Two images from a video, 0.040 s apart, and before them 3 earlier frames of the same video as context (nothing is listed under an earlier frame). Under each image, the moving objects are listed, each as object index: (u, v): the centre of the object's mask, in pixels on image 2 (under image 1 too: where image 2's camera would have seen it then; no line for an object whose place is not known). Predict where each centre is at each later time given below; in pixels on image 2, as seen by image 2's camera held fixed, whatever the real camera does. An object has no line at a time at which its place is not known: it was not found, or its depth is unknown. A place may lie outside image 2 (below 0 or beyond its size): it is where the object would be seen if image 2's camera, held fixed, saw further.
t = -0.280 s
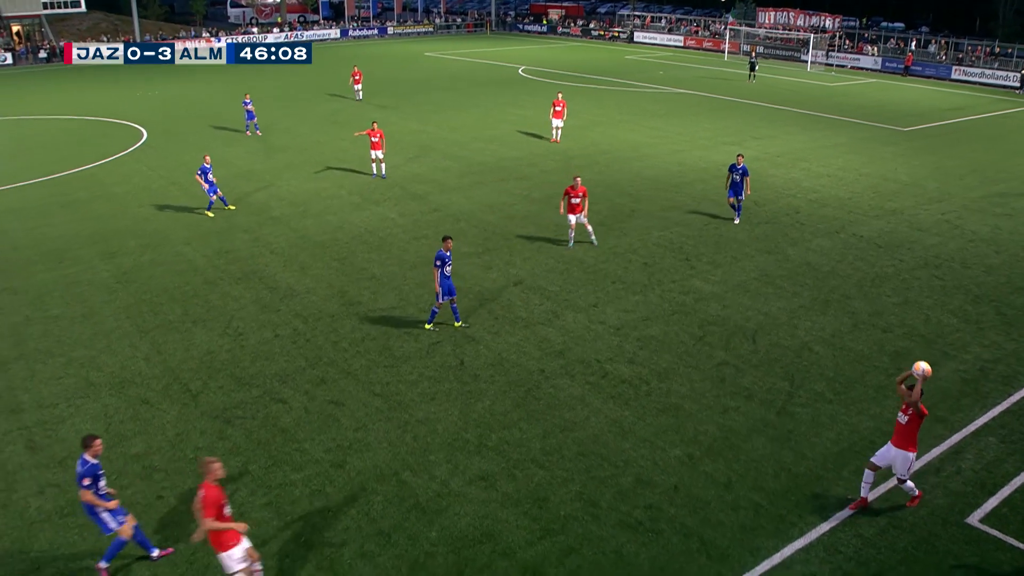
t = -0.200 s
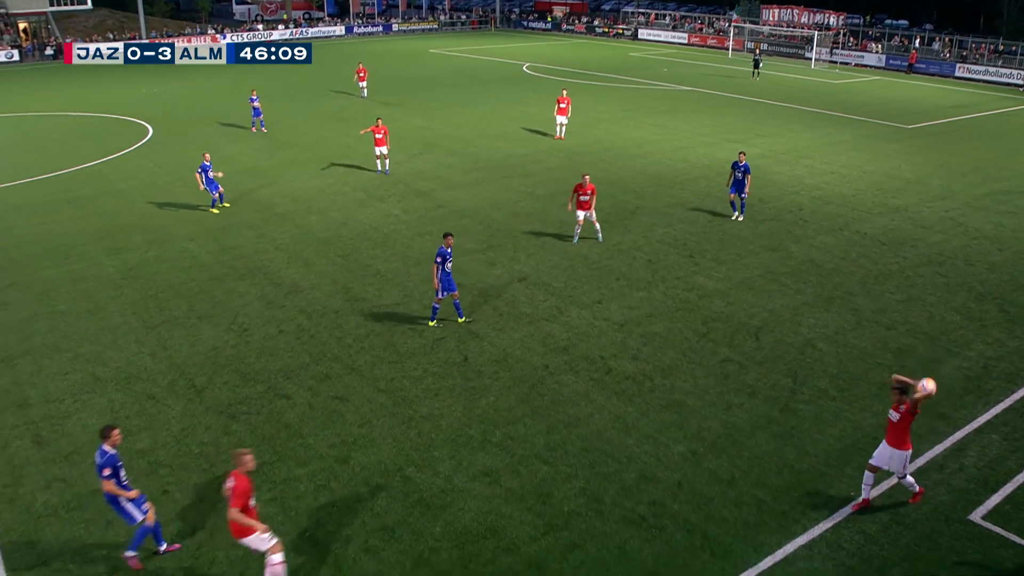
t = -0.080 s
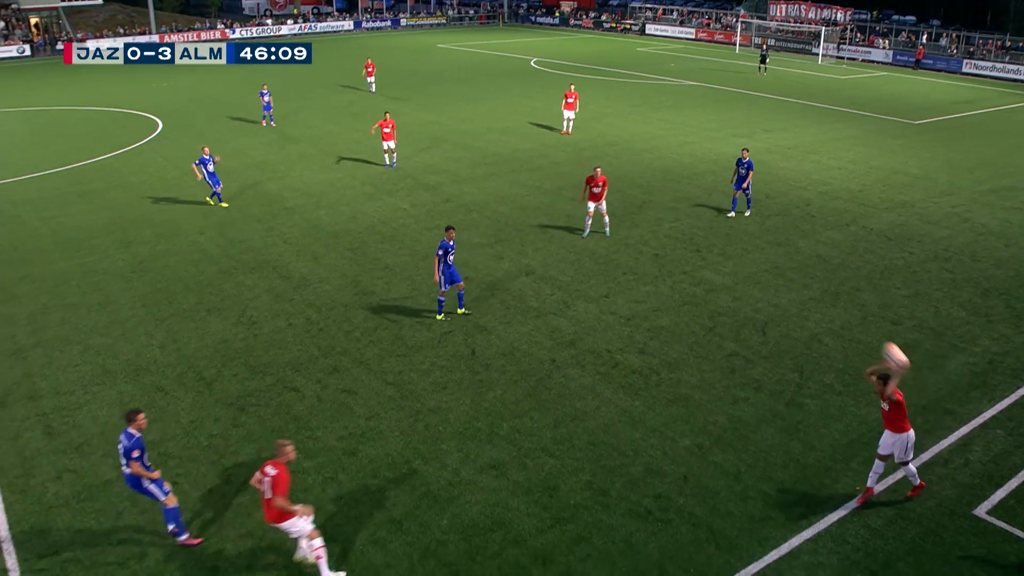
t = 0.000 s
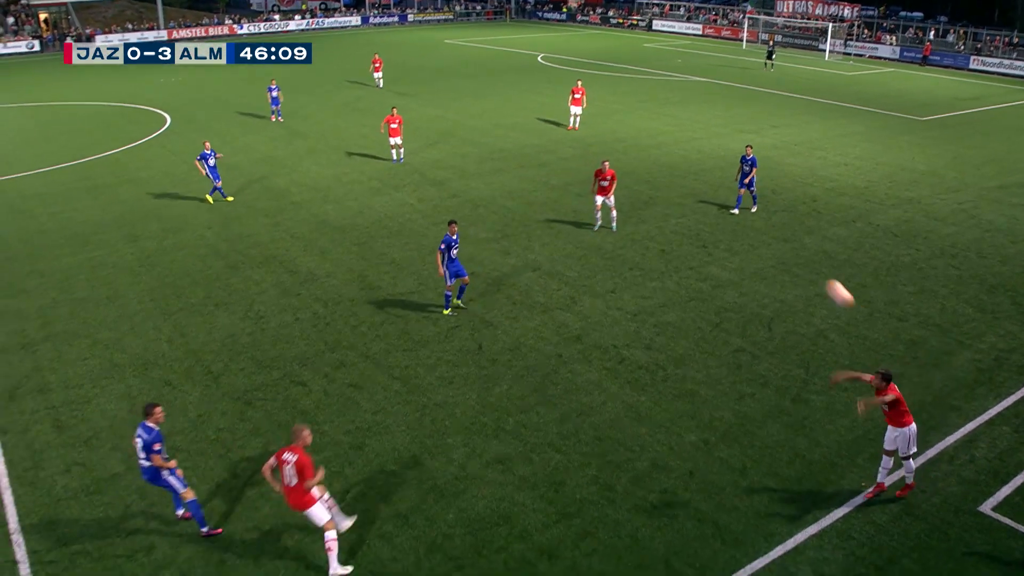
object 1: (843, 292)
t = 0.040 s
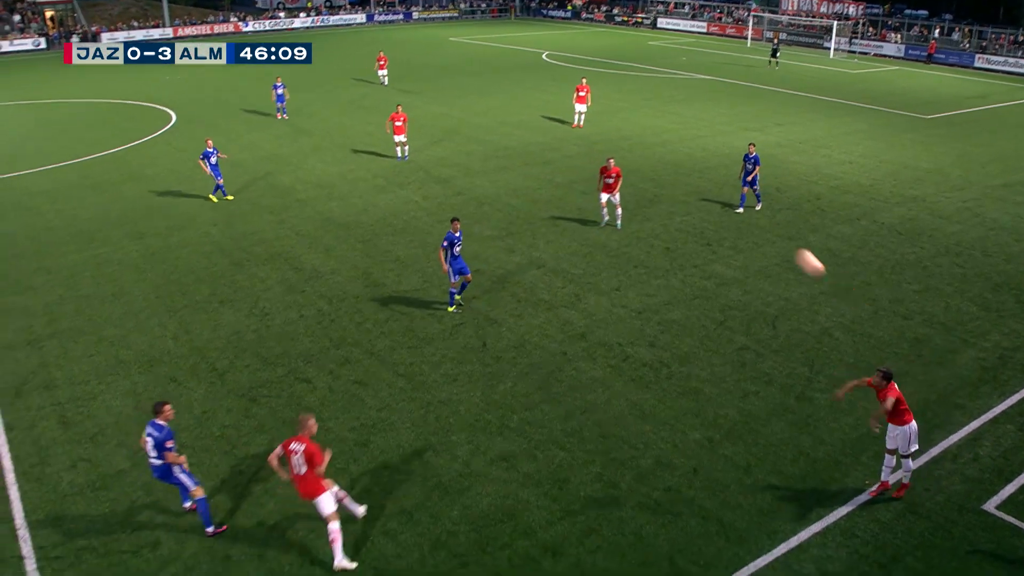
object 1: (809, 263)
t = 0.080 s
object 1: (774, 234)
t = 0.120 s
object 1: (739, 208)
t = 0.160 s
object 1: (703, 181)
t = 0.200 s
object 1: (667, 157)
